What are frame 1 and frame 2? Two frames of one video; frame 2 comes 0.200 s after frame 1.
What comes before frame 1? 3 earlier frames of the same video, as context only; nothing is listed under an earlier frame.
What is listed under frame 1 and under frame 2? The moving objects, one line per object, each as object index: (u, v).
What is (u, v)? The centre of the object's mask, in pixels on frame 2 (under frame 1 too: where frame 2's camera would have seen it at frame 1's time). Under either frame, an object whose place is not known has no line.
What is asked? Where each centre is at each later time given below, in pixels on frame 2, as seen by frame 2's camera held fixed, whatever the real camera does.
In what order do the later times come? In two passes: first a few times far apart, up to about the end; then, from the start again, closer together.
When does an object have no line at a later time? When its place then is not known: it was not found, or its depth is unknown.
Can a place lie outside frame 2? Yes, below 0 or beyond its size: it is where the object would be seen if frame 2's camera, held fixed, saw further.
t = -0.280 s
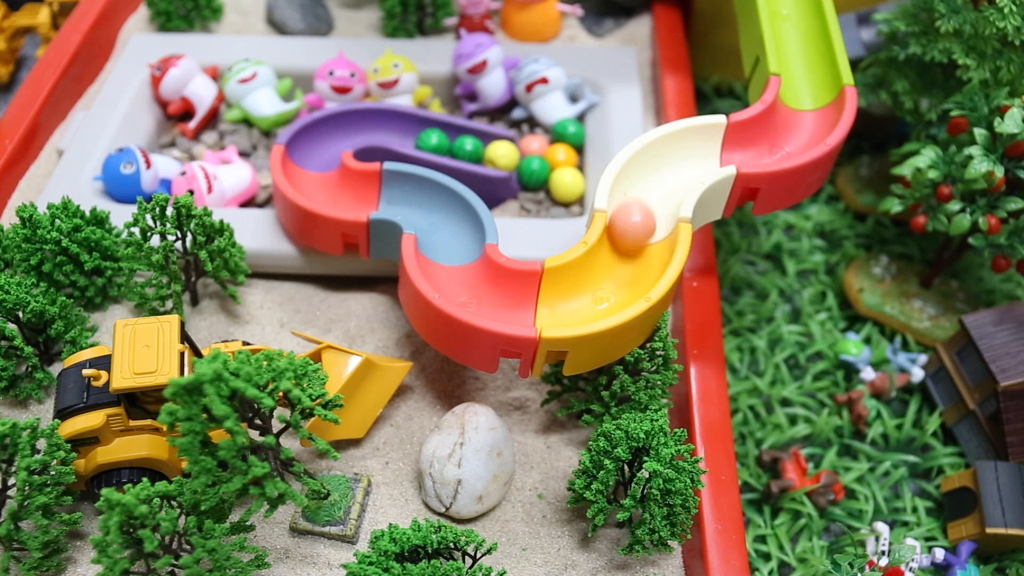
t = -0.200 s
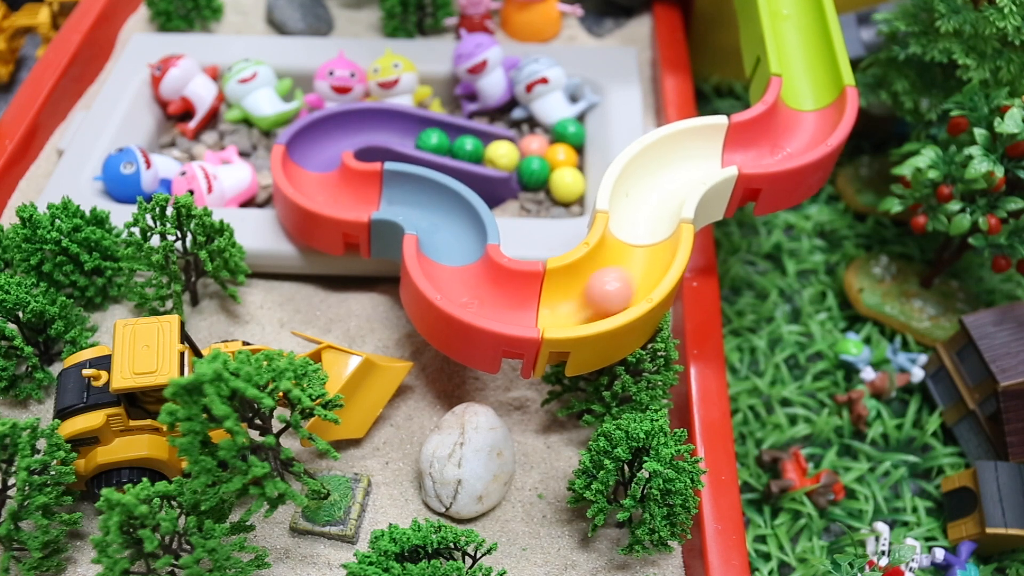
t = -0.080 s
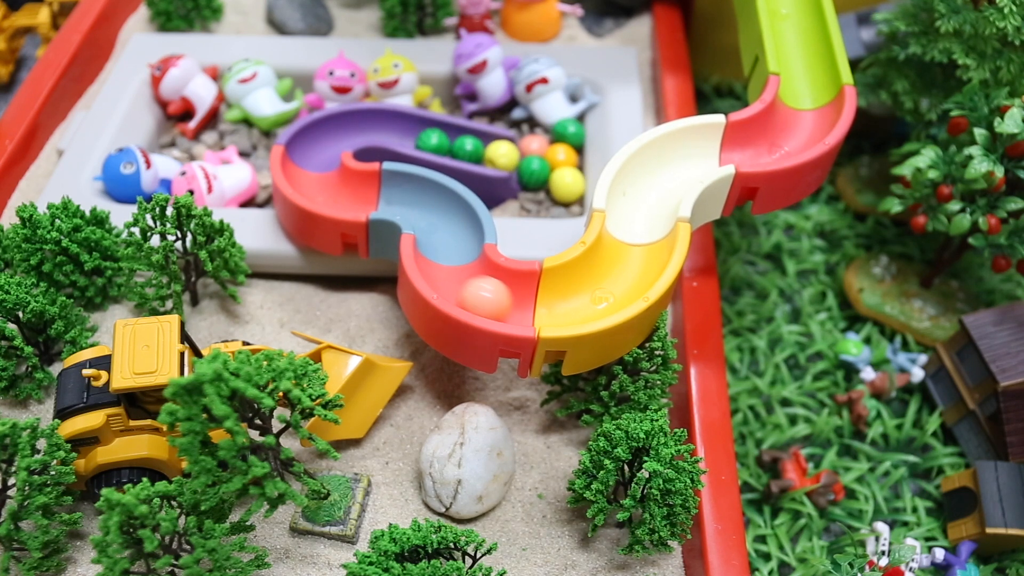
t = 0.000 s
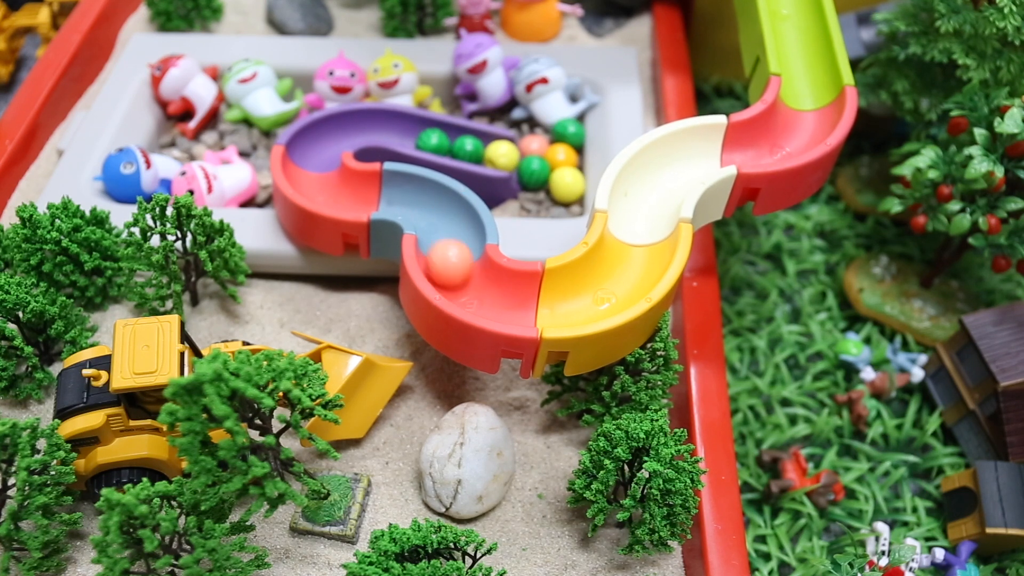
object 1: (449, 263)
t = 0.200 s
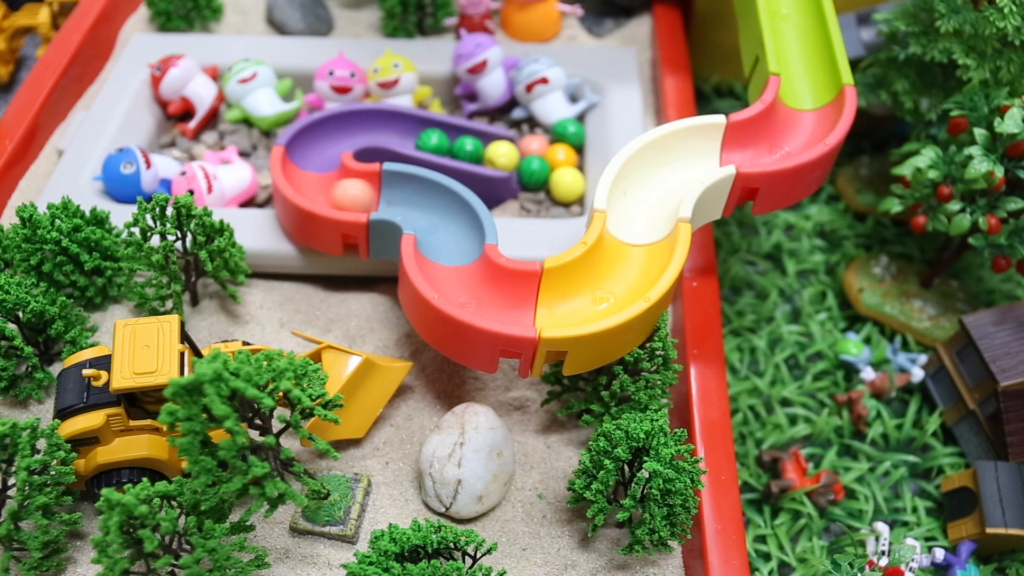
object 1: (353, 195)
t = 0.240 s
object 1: (323, 188)
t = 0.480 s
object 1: (400, 131)
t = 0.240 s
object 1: (323, 188)
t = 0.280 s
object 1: (312, 179)
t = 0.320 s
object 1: (311, 158)
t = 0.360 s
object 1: (322, 139)
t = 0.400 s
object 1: (353, 128)
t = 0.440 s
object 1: (396, 127)
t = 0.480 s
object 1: (400, 131)
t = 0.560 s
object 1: (400, 131)
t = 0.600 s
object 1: (400, 131)
